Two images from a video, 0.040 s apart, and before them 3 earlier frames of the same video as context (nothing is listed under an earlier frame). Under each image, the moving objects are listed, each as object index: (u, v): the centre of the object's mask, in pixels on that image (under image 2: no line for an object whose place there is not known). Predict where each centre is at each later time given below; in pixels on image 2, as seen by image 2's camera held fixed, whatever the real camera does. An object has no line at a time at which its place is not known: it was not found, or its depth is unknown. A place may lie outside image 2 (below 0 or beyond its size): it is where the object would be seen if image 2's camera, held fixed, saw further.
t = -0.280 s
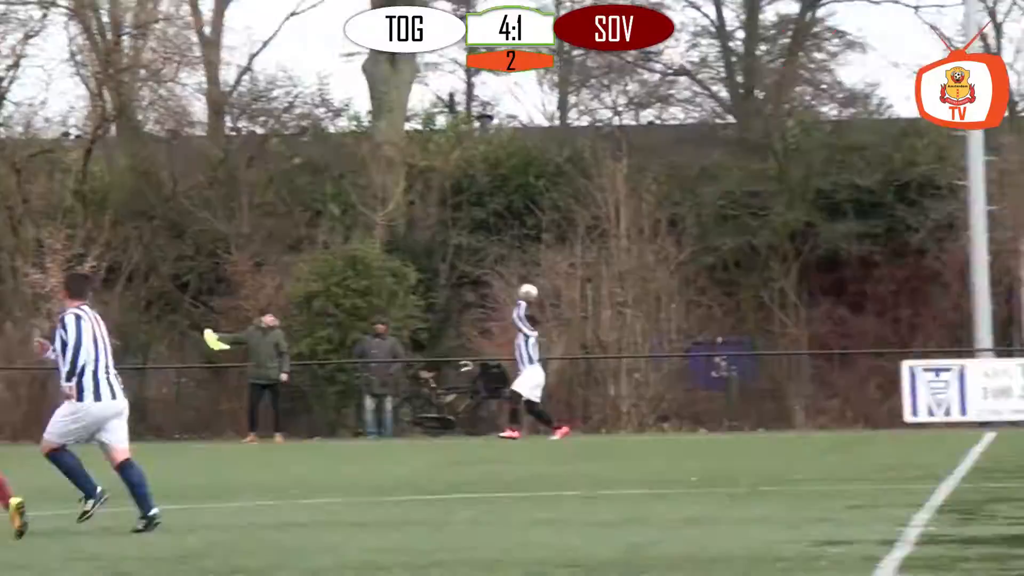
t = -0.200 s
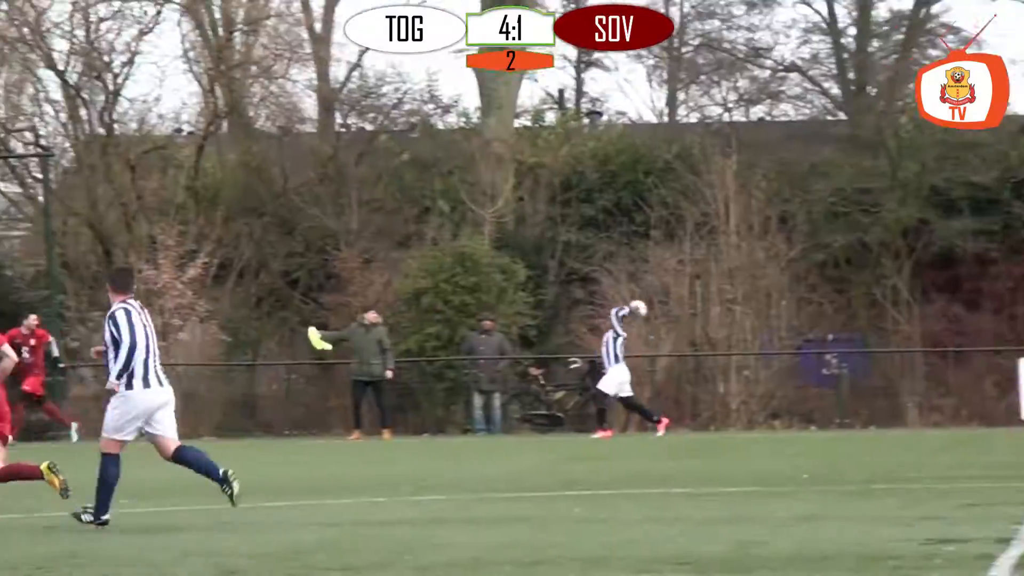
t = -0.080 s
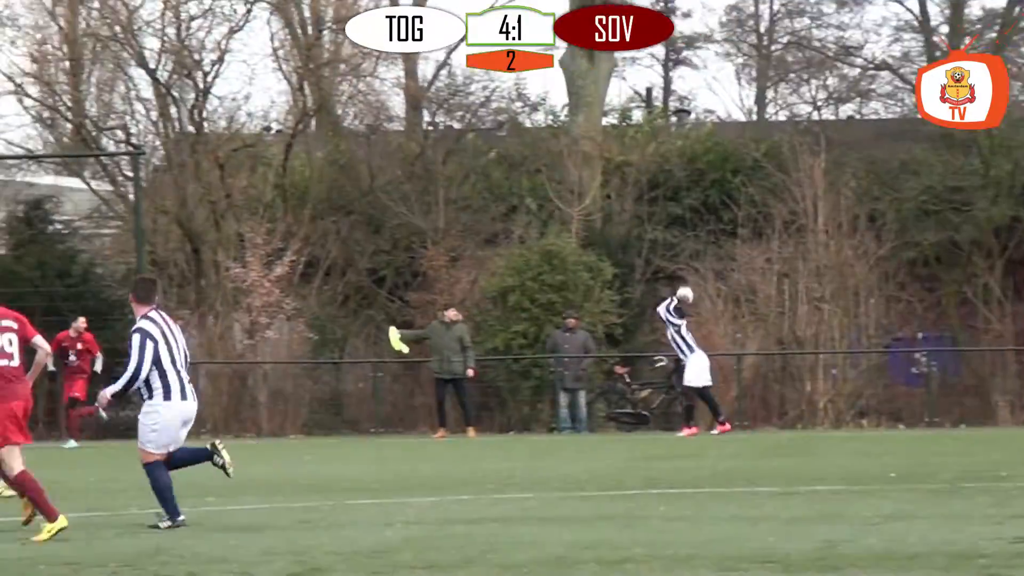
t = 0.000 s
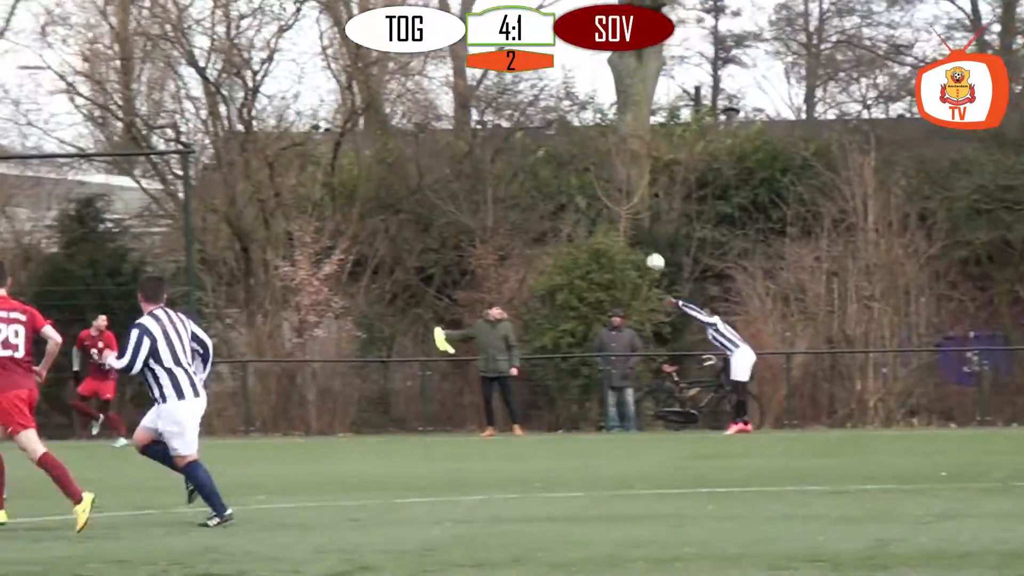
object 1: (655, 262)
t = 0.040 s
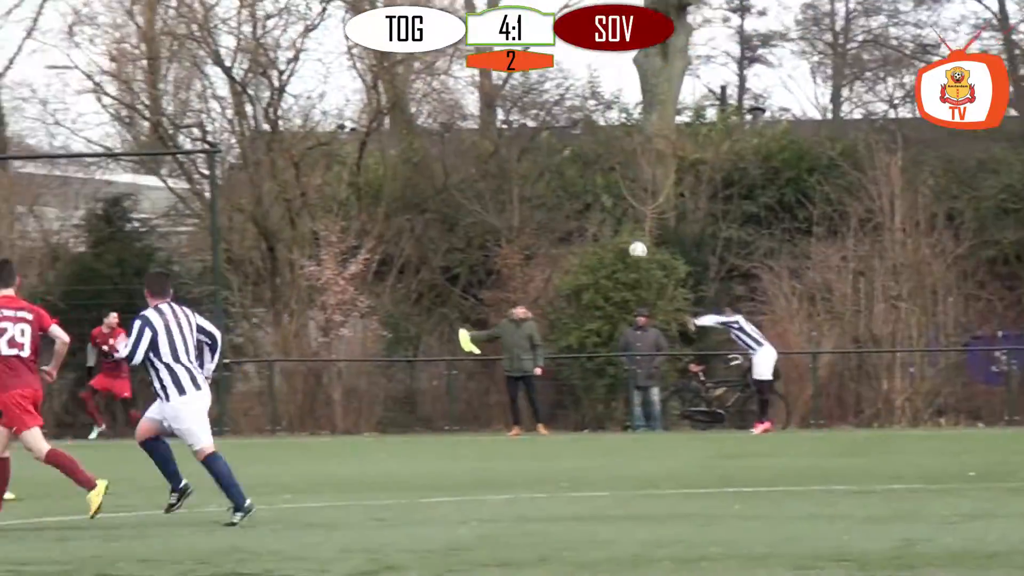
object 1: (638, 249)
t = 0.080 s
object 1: (595, 240)
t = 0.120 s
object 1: (552, 232)
